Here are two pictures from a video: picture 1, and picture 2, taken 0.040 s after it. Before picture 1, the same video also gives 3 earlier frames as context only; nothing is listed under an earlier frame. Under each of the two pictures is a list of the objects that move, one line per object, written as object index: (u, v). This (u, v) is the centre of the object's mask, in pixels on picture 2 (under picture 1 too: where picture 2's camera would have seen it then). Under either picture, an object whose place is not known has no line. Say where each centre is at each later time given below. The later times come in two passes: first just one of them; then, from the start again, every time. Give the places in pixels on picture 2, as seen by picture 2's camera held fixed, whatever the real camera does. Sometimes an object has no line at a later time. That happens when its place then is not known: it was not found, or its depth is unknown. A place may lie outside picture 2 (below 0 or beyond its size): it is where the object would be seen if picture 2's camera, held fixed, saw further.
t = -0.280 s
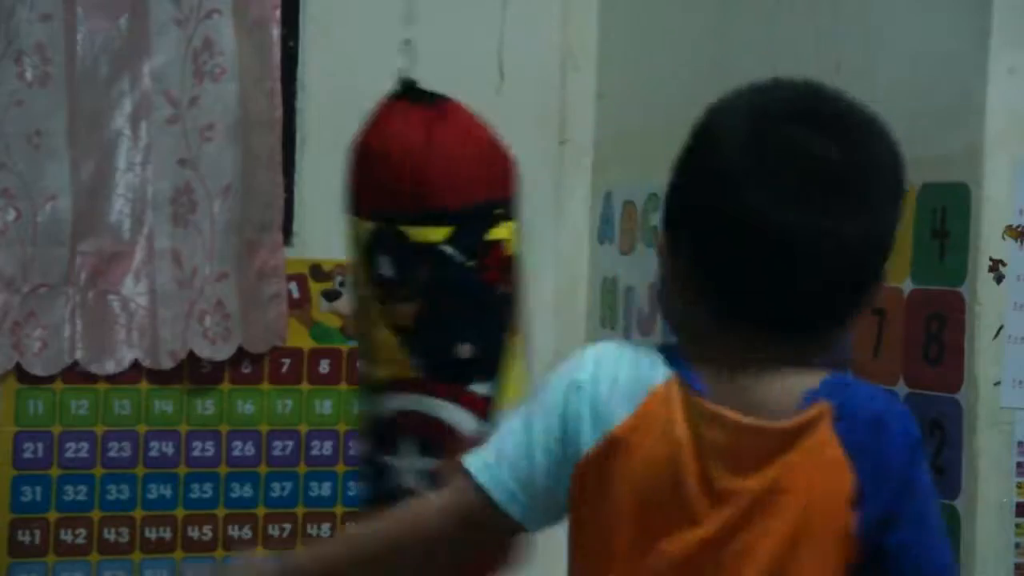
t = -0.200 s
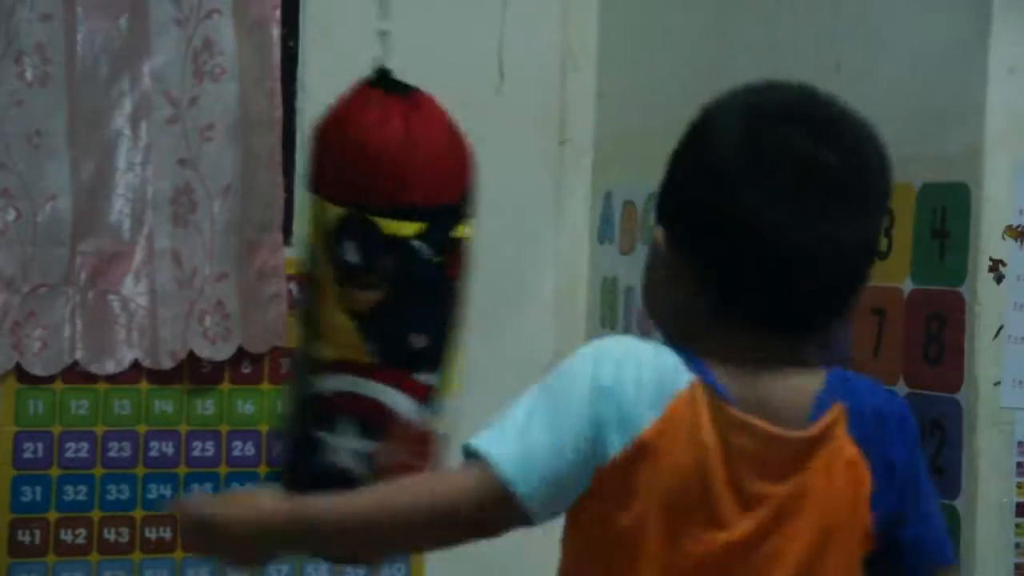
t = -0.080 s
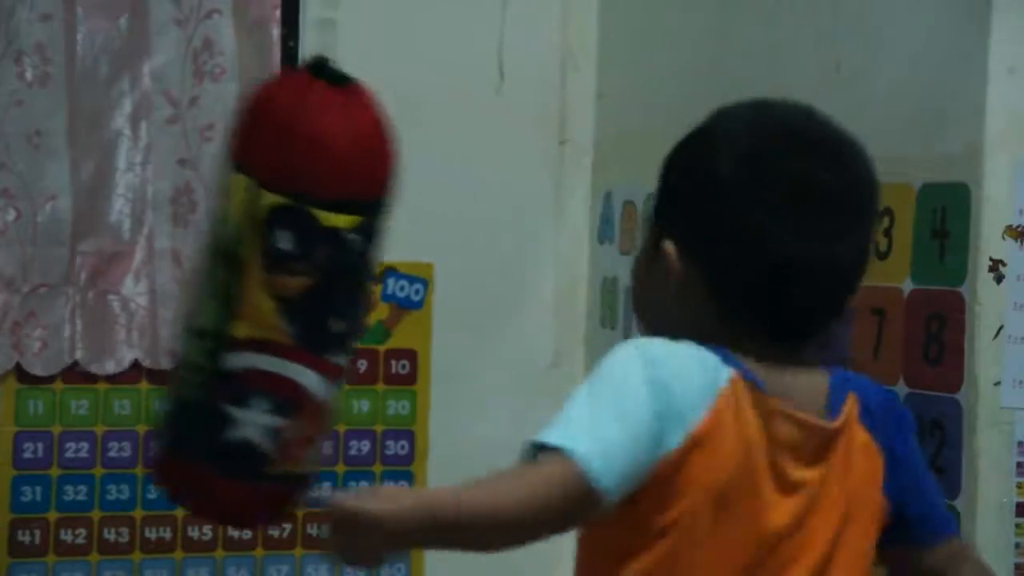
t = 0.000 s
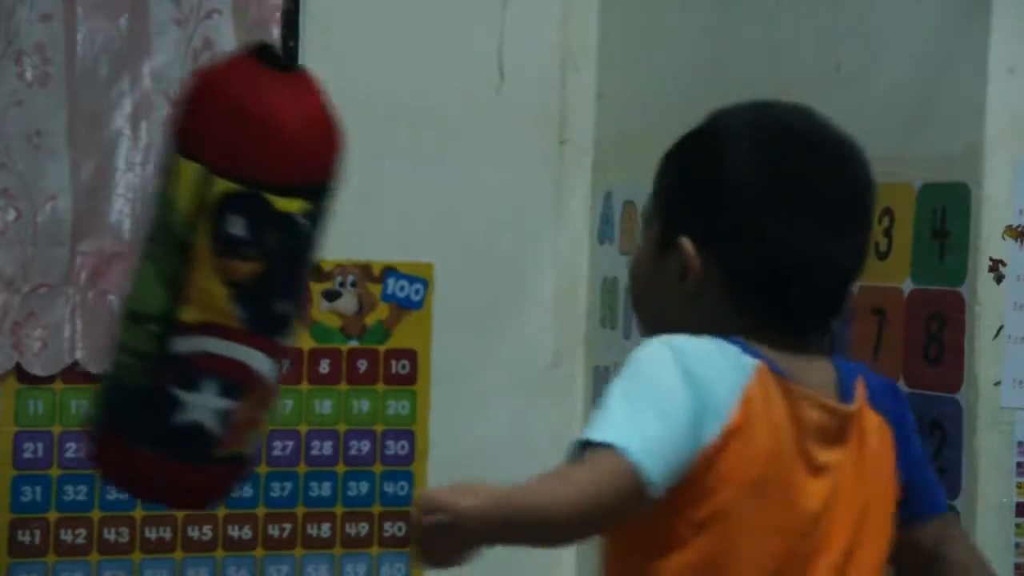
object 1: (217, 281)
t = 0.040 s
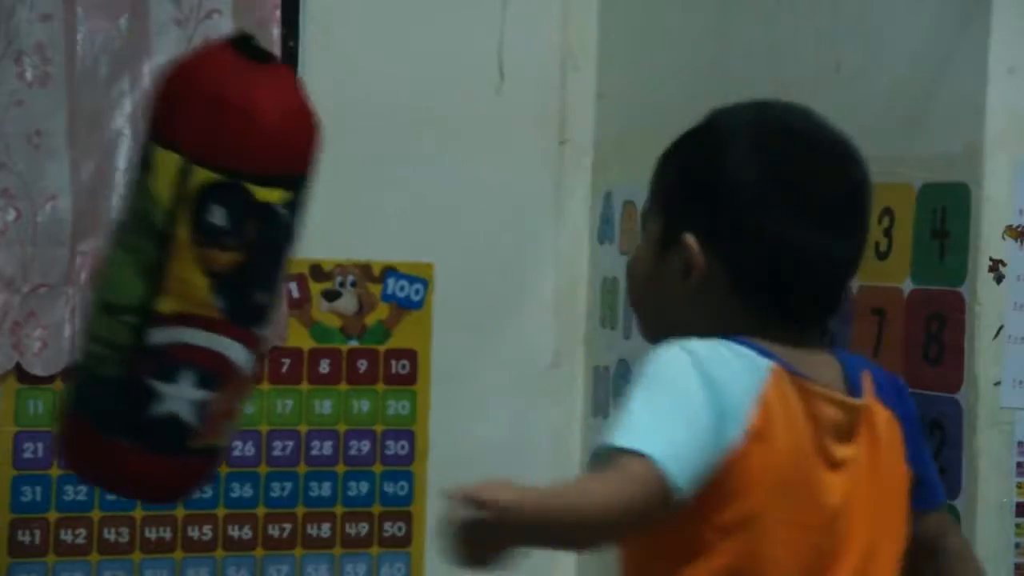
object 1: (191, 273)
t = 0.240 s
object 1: (126, 258)
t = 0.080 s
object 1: (168, 266)
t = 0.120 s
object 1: (148, 263)
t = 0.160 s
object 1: (136, 258)
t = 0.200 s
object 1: (129, 257)
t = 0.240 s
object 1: (126, 258)
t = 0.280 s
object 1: (125, 263)
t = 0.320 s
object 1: (127, 271)
